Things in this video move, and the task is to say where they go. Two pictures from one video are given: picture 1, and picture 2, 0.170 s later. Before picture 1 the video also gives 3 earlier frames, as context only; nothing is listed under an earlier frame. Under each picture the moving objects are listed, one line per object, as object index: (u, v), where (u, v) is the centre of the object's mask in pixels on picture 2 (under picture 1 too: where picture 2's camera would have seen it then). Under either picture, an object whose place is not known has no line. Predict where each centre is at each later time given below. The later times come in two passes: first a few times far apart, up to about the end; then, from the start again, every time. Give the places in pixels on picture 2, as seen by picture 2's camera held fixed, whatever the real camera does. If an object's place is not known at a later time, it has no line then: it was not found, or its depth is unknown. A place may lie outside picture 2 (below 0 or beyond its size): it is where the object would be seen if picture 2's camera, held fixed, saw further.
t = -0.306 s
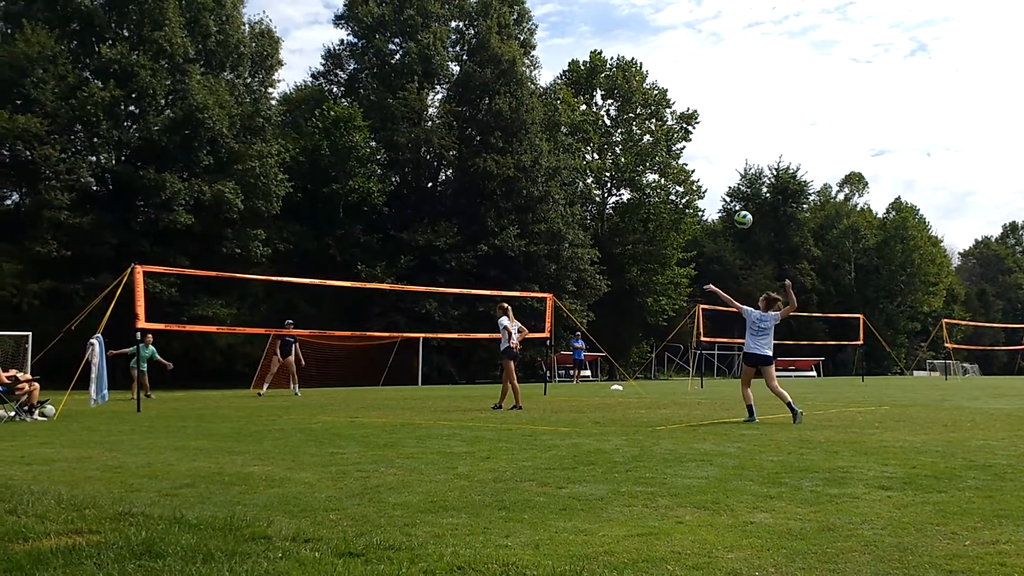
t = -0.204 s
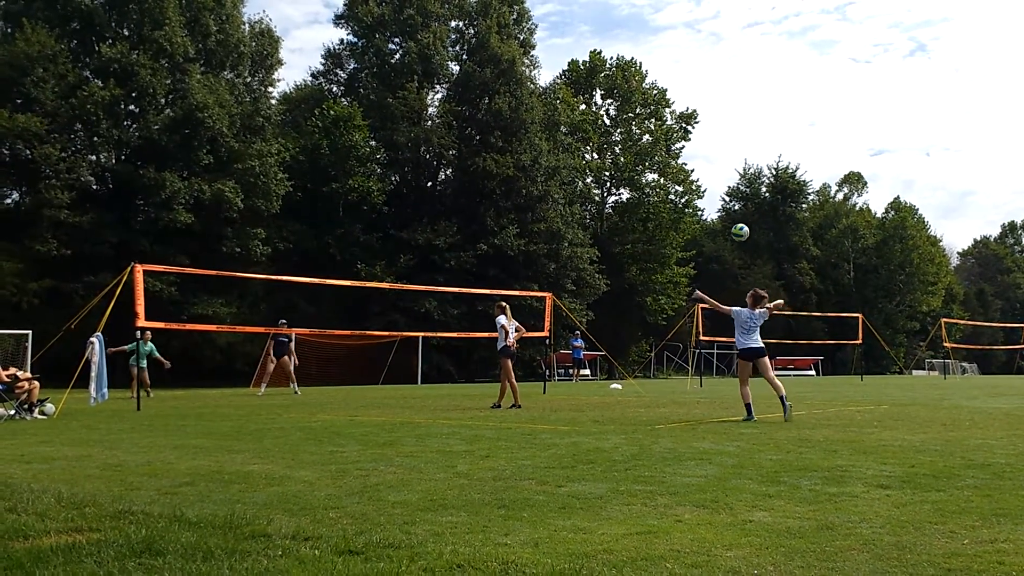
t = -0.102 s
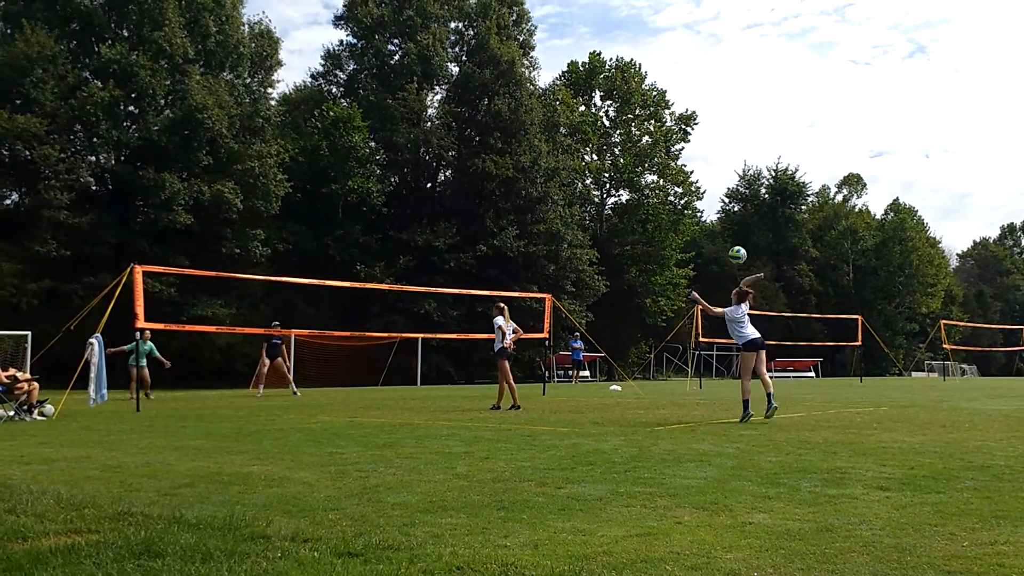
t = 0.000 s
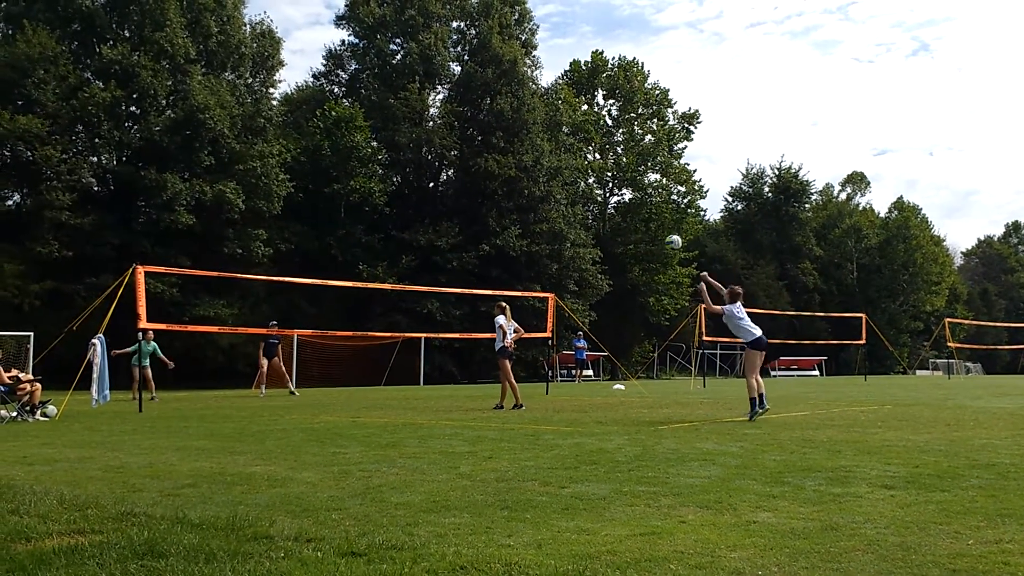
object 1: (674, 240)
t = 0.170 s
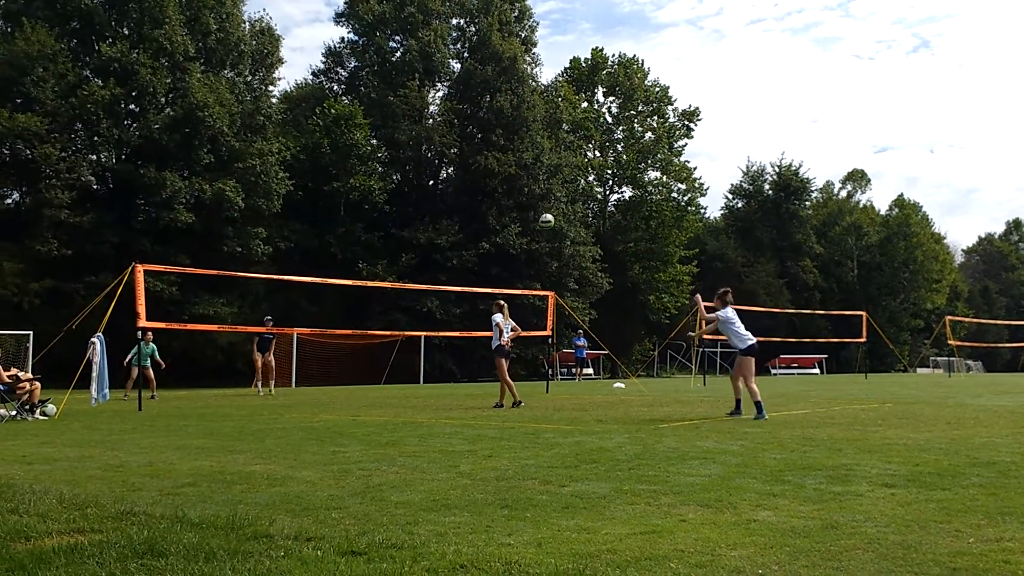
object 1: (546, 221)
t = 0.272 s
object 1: (483, 220)
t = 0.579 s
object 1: (328, 259)
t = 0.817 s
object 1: (234, 318)
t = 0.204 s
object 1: (524, 220)
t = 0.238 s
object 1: (503, 220)
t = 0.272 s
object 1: (483, 220)
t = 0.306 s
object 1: (463, 222)
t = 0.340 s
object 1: (444, 224)
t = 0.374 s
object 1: (426, 227)
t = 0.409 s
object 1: (409, 231)
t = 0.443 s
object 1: (392, 235)
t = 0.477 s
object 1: (375, 240)
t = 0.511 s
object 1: (360, 246)
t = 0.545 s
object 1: (343, 253)
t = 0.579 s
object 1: (328, 259)
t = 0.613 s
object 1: (314, 266)
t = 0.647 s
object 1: (300, 273)
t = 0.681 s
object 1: (285, 283)
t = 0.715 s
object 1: (272, 290)
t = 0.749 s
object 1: (258, 300)
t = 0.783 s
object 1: (246, 309)
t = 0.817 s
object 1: (234, 318)
